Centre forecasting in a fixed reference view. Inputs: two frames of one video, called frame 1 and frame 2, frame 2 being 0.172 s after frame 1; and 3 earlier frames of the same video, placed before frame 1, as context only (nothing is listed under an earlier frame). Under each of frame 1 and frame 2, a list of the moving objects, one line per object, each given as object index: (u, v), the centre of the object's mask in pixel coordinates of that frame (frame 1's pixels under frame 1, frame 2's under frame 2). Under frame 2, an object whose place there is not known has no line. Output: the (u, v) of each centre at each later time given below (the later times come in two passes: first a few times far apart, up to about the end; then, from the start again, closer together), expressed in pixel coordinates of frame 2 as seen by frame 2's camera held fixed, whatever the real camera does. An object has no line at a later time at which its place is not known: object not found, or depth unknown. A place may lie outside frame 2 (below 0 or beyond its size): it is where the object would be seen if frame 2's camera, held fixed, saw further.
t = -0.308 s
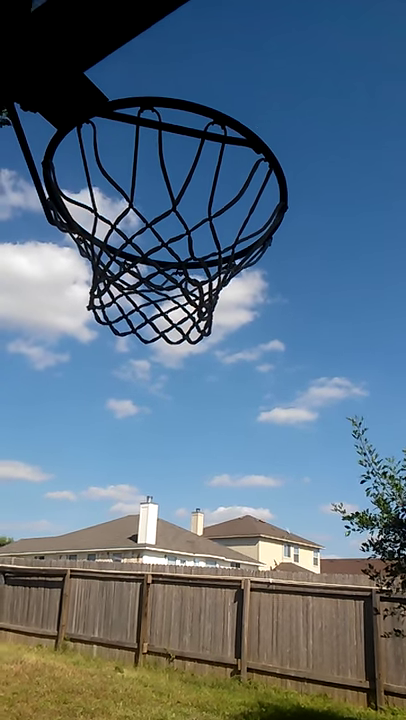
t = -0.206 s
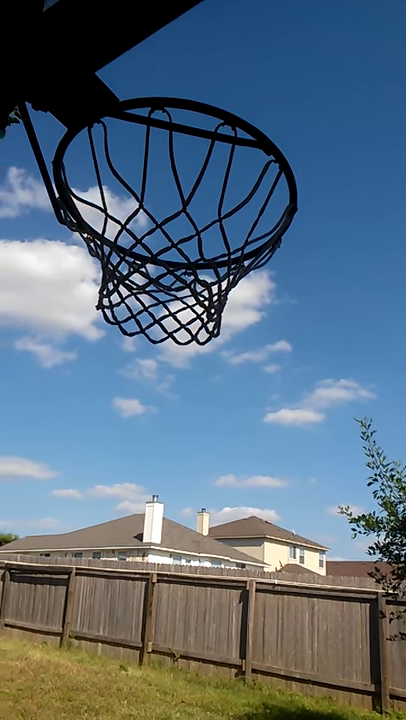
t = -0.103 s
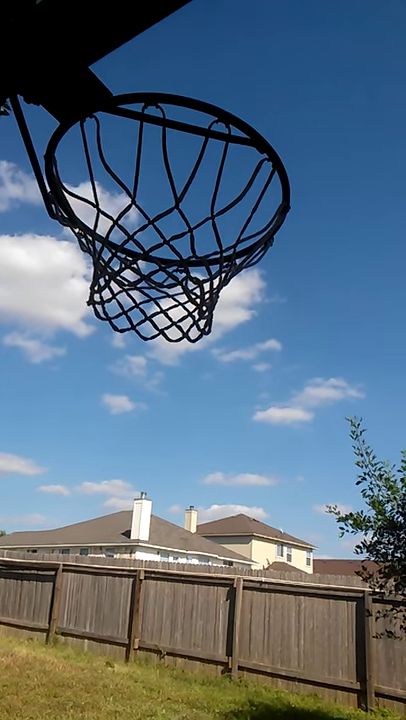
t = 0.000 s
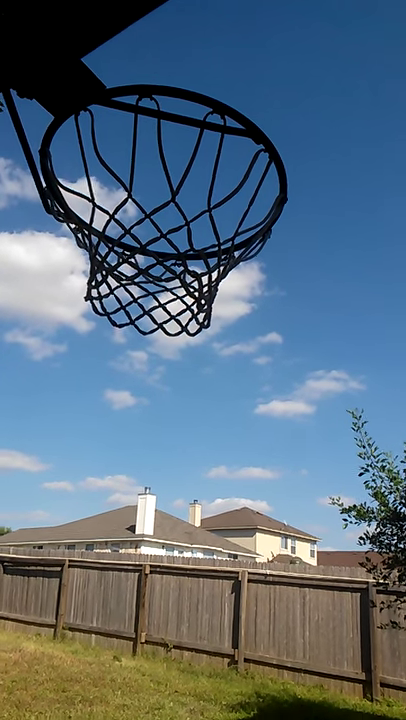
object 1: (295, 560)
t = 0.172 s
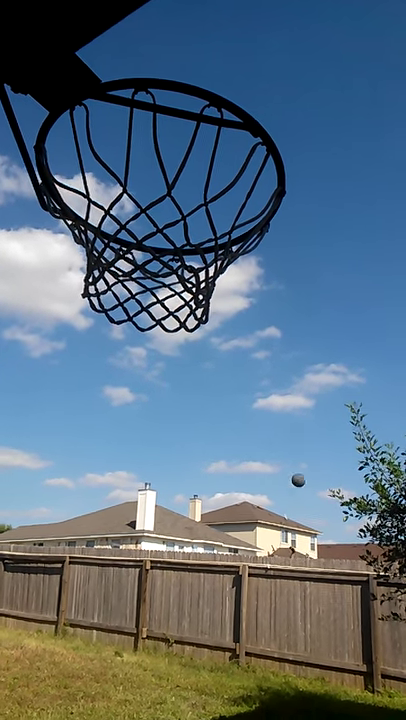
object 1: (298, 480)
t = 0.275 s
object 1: (298, 441)
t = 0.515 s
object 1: (299, 365)
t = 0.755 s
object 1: (308, 310)
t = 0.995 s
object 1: (309, 285)
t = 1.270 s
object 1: (315, 304)
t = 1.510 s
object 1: (323, 413)
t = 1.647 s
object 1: (333, 567)
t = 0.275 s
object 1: (298, 441)
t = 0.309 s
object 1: (298, 428)
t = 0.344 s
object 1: (299, 416)
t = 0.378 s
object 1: (299, 405)
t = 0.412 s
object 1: (299, 394)
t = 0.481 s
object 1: (299, 374)
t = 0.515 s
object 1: (299, 365)
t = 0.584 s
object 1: (301, 348)
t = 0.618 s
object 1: (301, 339)
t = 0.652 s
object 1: (302, 331)
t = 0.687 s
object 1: (303, 324)
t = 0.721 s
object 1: (307, 317)
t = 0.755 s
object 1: (308, 310)
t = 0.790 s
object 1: (306, 306)
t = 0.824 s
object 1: (307, 301)
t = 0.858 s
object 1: (307, 296)
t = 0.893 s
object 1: (308, 292)
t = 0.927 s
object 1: (308, 289)
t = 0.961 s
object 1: (308, 286)
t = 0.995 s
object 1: (309, 285)
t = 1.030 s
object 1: (310, 284)
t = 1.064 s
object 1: (311, 283)
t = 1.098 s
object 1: (311, 284)
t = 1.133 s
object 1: (312, 286)
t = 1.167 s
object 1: (313, 289)
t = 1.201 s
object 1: (313, 293)
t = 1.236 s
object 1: (314, 298)
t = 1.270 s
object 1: (315, 304)
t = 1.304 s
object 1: (316, 312)
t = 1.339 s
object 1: (317, 323)
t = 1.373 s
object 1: (318, 335)
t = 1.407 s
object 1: (319, 350)
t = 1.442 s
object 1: (319, 368)
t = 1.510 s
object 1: (323, 413)
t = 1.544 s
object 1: (324, 442)
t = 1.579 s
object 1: (326, 477)
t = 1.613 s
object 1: (328, 517)
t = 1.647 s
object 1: (333, 567)
